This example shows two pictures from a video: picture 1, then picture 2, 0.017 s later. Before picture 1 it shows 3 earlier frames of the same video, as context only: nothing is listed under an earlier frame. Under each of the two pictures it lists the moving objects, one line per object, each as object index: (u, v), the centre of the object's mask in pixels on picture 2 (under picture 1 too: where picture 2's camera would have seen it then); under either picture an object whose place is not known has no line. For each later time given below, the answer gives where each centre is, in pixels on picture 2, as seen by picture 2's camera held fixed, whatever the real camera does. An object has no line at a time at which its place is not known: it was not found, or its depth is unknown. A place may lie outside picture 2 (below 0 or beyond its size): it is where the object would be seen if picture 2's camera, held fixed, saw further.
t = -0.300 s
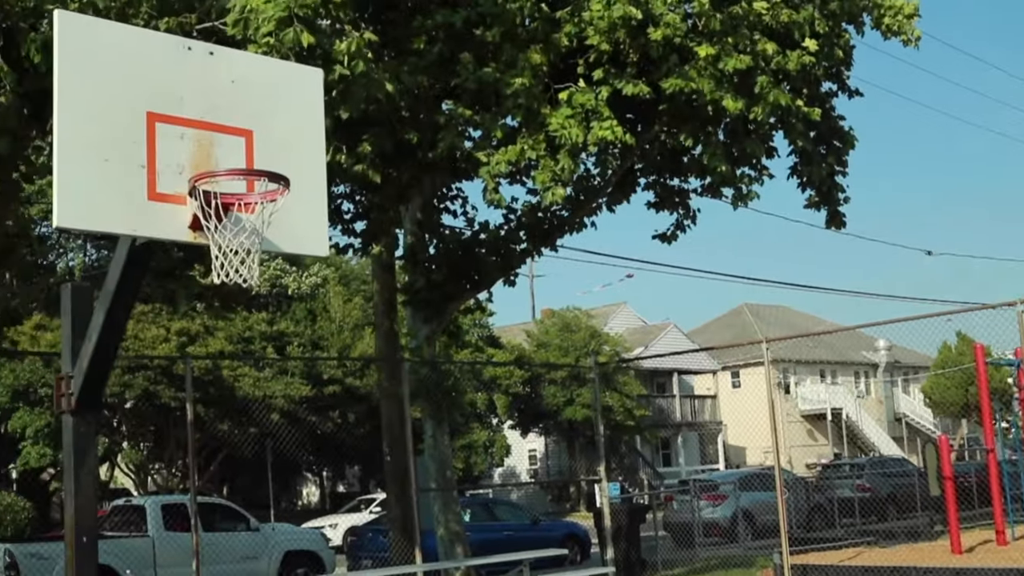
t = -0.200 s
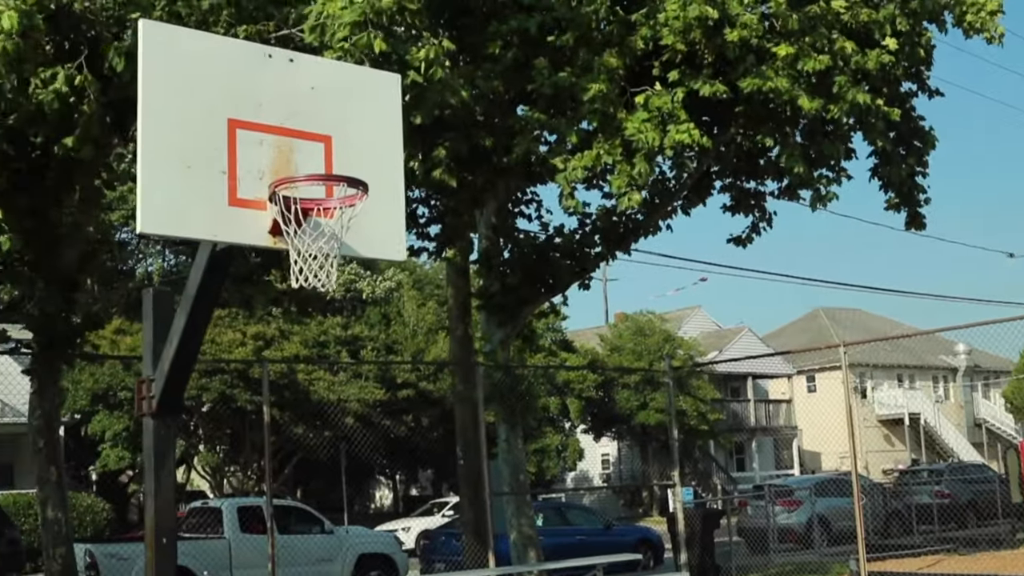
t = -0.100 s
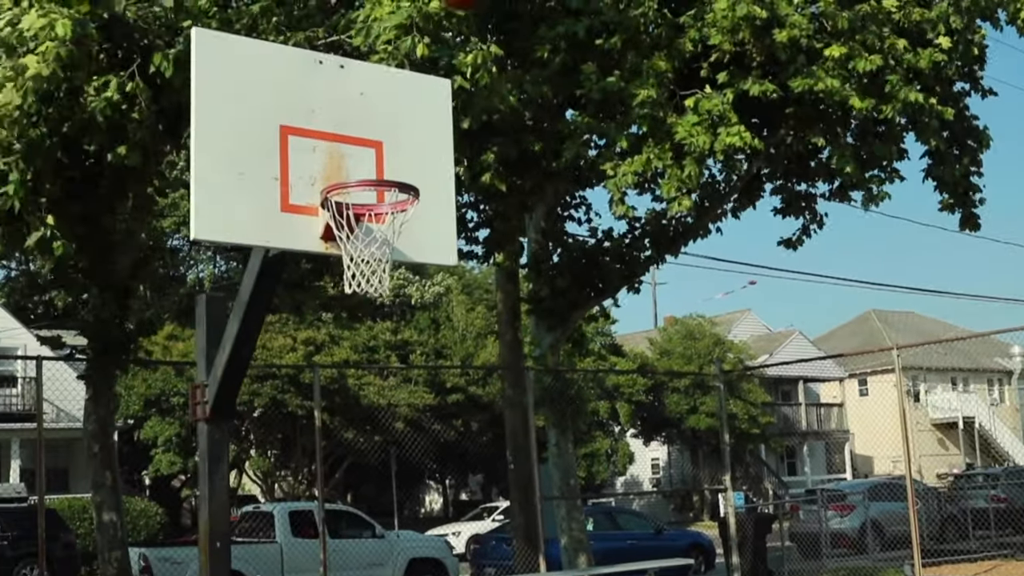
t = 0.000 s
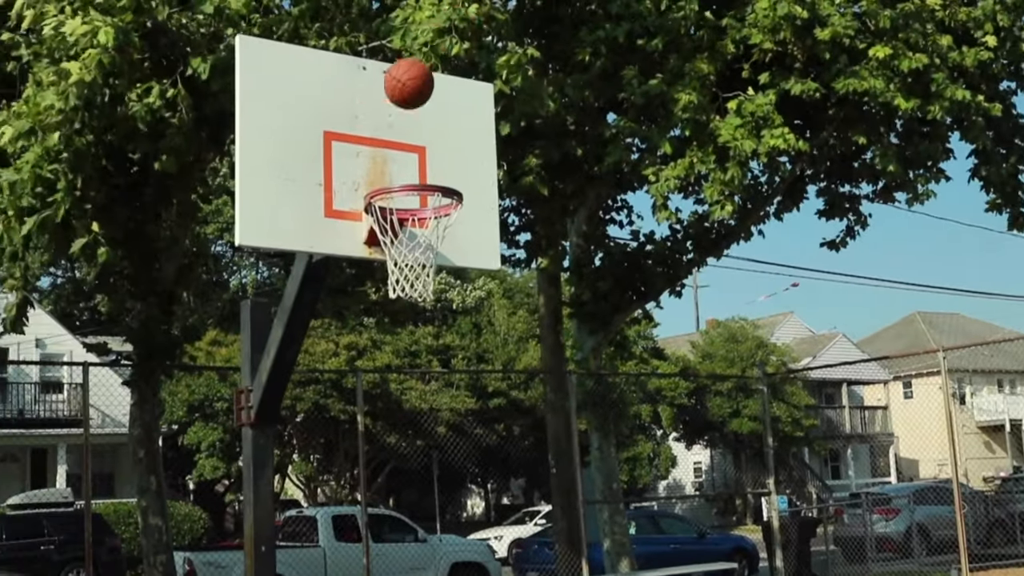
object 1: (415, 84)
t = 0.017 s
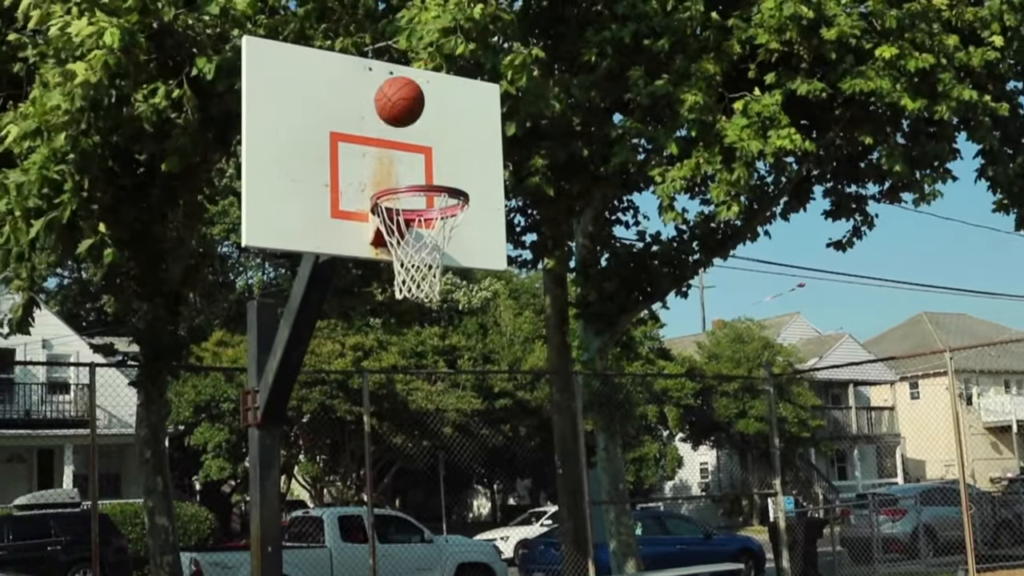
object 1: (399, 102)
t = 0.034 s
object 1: (384, 119)
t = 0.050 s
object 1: (368, 138)
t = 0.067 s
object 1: (353, 157)
